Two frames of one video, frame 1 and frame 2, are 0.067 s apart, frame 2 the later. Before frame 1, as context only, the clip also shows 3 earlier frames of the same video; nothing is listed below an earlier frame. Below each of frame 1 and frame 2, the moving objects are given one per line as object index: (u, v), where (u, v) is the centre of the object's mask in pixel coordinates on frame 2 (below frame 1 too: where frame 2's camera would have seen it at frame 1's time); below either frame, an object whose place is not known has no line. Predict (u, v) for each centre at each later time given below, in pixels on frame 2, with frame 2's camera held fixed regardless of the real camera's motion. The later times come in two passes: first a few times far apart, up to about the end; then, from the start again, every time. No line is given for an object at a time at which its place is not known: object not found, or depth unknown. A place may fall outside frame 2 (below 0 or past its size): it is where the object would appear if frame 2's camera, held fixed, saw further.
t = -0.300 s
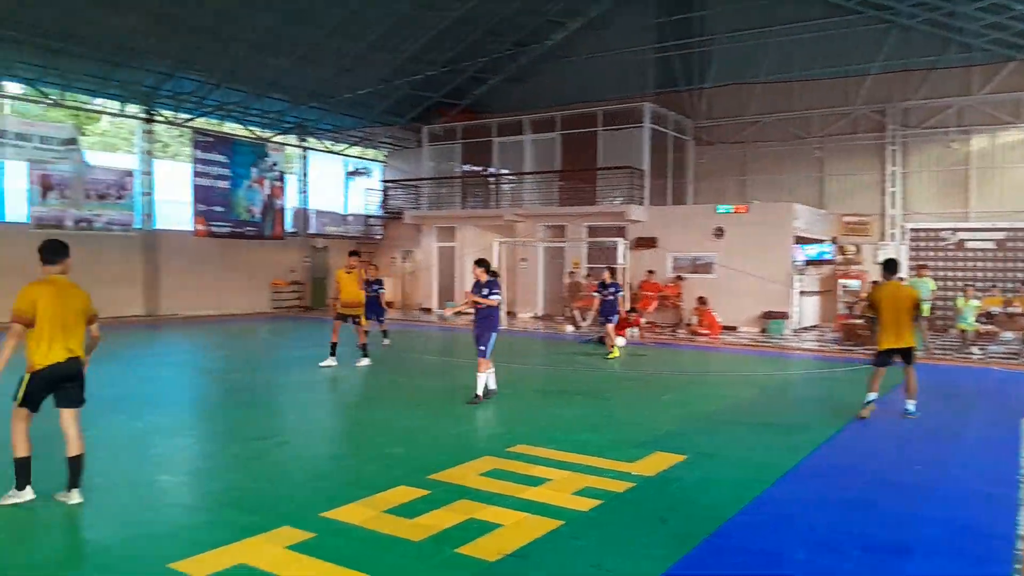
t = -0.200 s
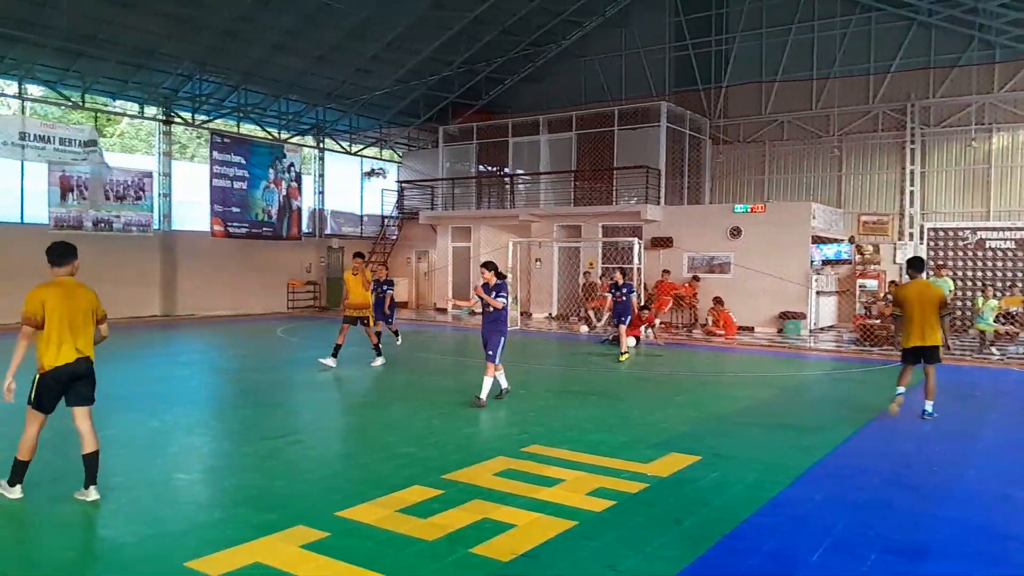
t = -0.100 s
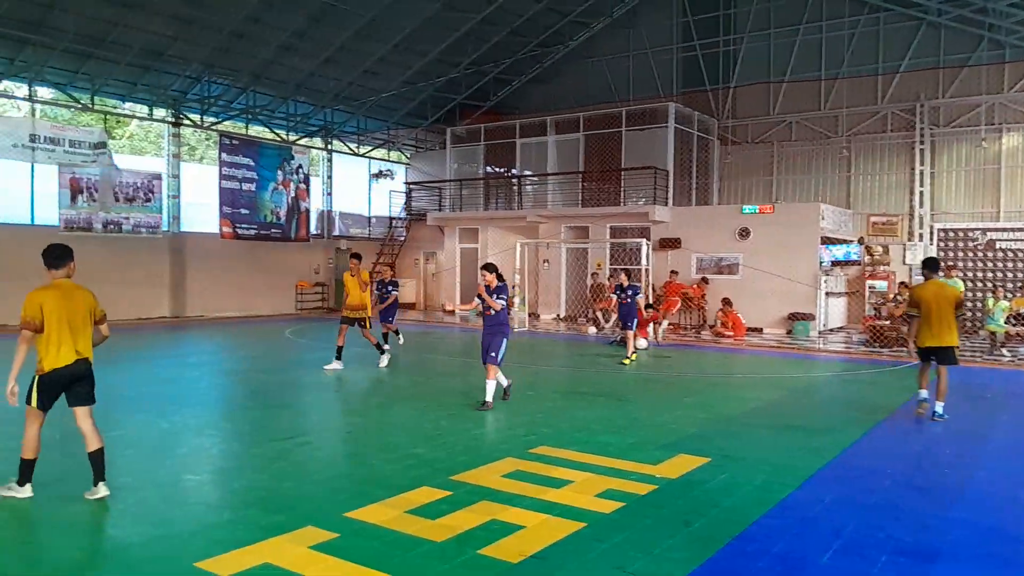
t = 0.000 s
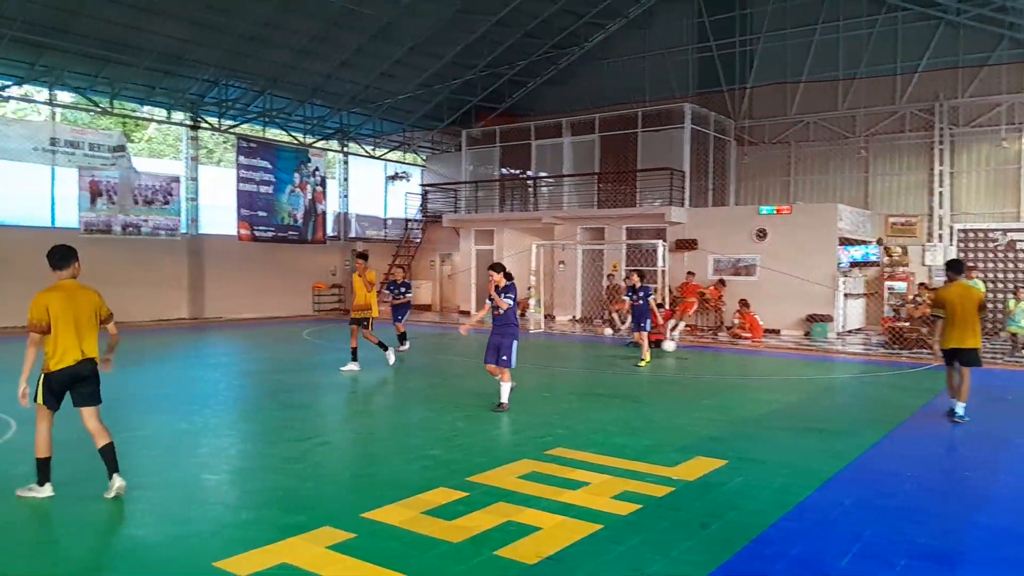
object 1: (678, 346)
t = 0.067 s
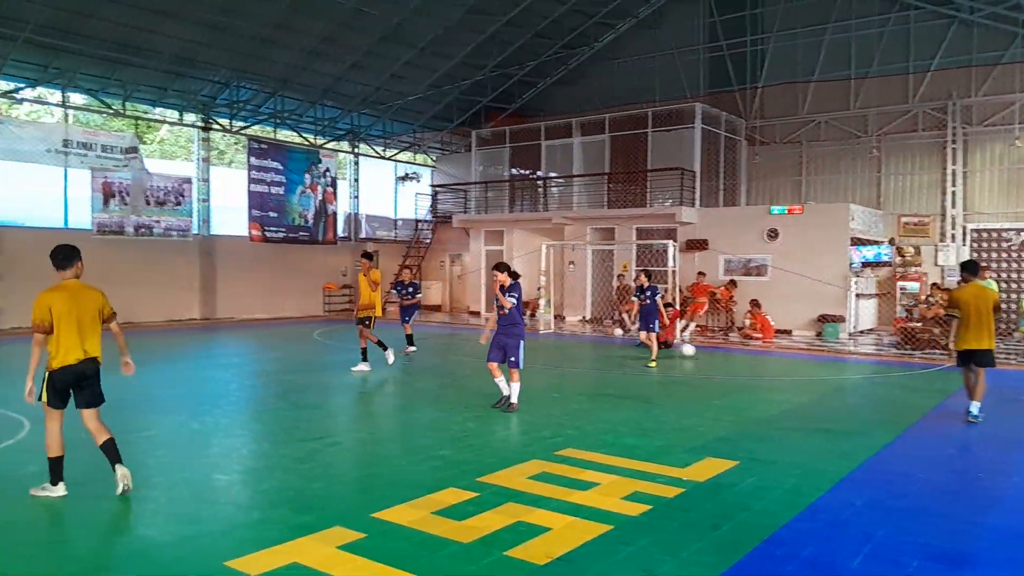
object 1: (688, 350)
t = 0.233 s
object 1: (706, 357)
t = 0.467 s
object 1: (731, 365)
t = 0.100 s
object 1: (693, 353)
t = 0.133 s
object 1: (697, 353)
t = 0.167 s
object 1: (700, 354)
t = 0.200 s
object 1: (703, 356)
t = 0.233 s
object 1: (706, 357)
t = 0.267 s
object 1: (709, 358)
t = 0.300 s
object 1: (712, 359)
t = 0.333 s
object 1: (715, 361)
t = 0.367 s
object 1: (718, 361)
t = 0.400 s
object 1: (722, 363)
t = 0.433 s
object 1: (726, 364)
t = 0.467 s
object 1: (731, 365)
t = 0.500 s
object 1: (736, 367)
